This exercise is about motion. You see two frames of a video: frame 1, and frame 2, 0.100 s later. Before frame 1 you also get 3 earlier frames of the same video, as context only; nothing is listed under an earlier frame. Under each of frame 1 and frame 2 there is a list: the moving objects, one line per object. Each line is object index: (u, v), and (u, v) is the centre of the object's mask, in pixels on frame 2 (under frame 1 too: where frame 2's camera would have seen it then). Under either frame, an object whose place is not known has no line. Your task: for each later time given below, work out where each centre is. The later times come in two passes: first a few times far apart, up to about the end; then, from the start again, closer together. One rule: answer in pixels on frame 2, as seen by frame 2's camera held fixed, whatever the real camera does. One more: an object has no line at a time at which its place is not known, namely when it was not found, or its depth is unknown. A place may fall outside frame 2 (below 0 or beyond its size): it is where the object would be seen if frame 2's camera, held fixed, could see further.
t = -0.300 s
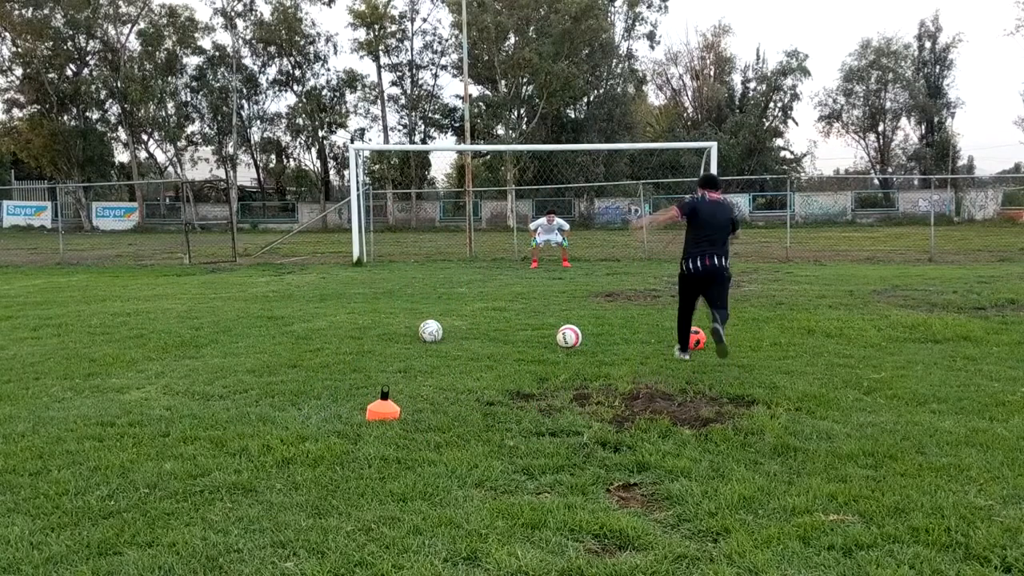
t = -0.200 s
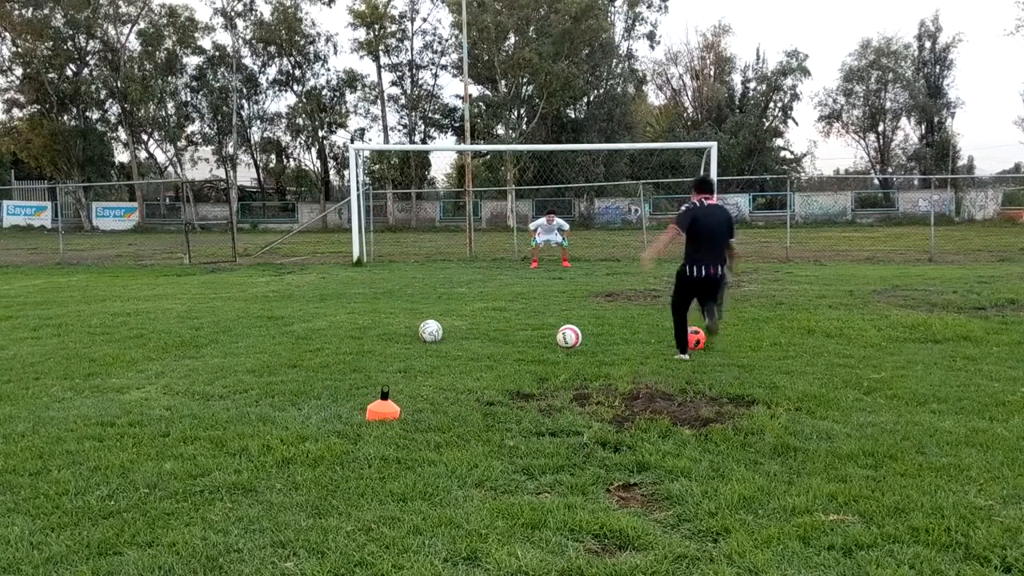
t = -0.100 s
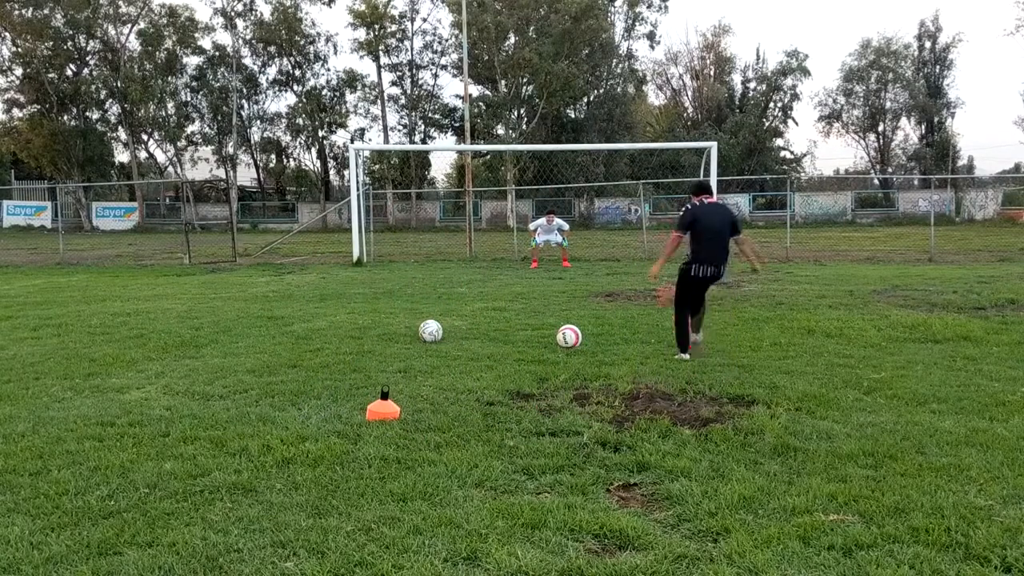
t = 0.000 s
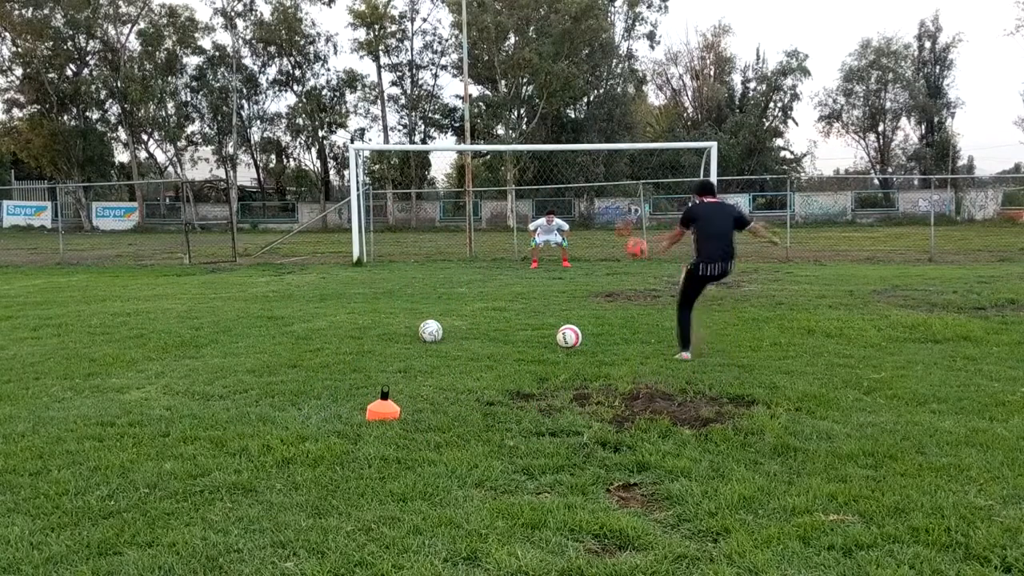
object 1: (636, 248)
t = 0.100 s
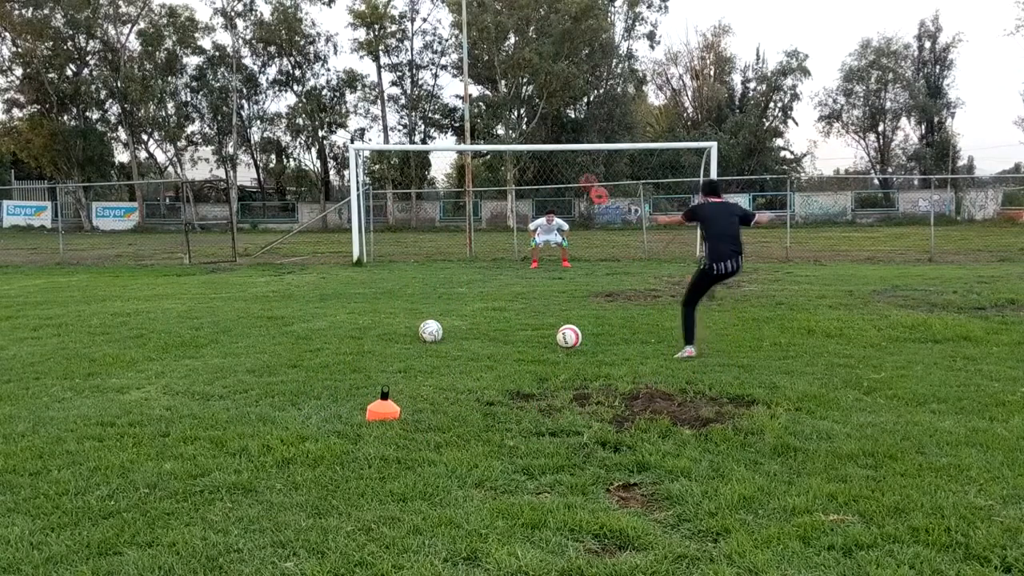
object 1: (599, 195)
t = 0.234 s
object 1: (557, 149)
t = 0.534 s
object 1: (500, 117)
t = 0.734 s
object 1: (474, 123)
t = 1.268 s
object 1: (428, 197)
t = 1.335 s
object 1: (423, 211)
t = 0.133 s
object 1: (588, 182)
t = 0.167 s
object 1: (579, 171)
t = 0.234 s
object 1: (557, 149)
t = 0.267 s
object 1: (552, 144)
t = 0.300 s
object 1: (545, 137)
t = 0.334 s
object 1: (537, 132)
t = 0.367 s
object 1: (529, 127)
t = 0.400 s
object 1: (524, 124)
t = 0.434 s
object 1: (517, 121)
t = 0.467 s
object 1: (511, 120)
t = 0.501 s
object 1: (505, 118)
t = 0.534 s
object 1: (500, 117)
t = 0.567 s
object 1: (495, 116)
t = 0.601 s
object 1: (491, 117)
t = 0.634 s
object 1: (486, 118)
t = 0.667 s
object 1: (481, 119)
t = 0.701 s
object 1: (478, 121)
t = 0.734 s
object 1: (474, 123)
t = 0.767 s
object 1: (471, 125)
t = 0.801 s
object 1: (466, 128)
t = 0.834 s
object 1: (463, 131)
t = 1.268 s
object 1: (428, 197)
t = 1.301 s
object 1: (426, 205)
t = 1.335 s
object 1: (423, 211)
